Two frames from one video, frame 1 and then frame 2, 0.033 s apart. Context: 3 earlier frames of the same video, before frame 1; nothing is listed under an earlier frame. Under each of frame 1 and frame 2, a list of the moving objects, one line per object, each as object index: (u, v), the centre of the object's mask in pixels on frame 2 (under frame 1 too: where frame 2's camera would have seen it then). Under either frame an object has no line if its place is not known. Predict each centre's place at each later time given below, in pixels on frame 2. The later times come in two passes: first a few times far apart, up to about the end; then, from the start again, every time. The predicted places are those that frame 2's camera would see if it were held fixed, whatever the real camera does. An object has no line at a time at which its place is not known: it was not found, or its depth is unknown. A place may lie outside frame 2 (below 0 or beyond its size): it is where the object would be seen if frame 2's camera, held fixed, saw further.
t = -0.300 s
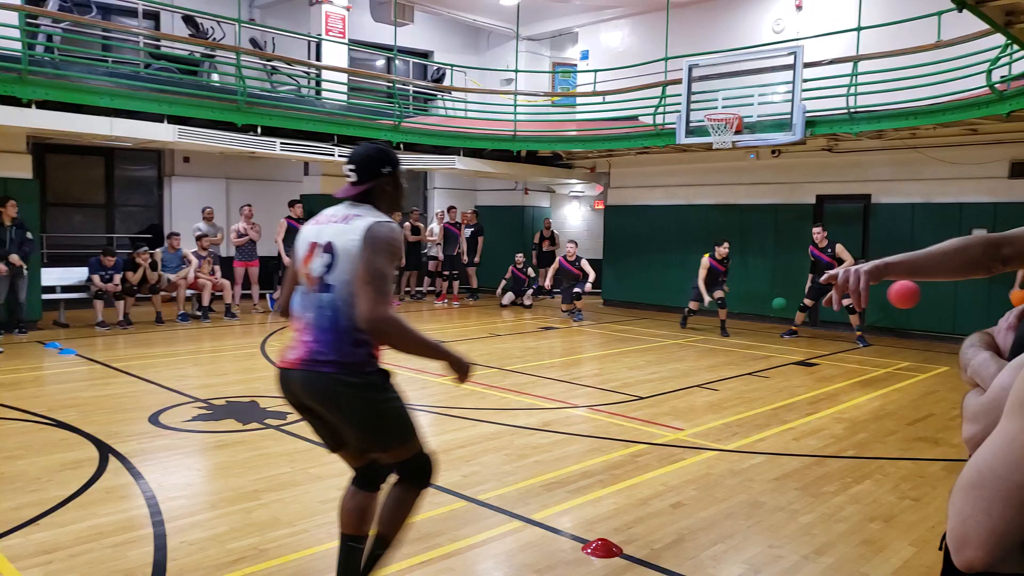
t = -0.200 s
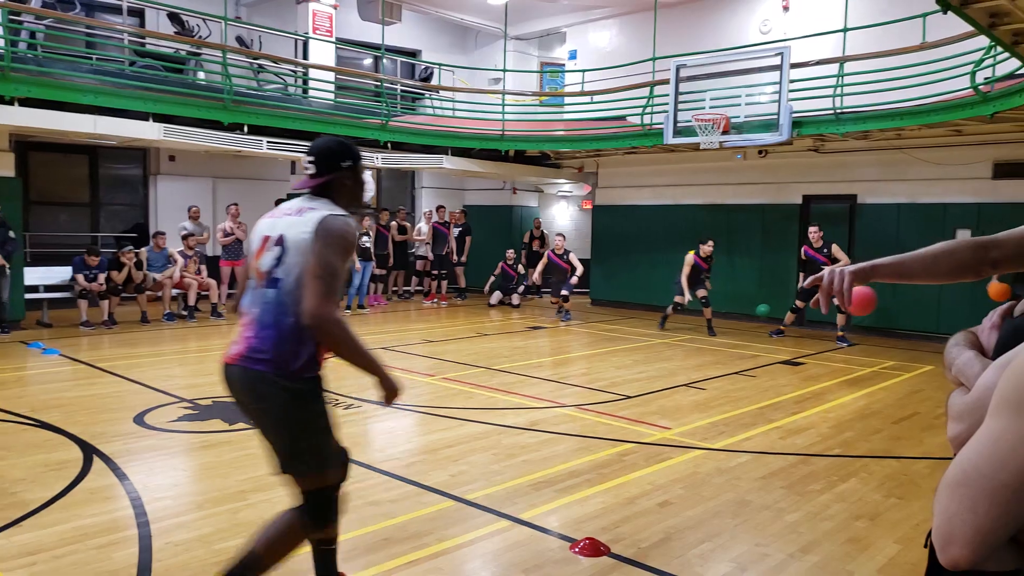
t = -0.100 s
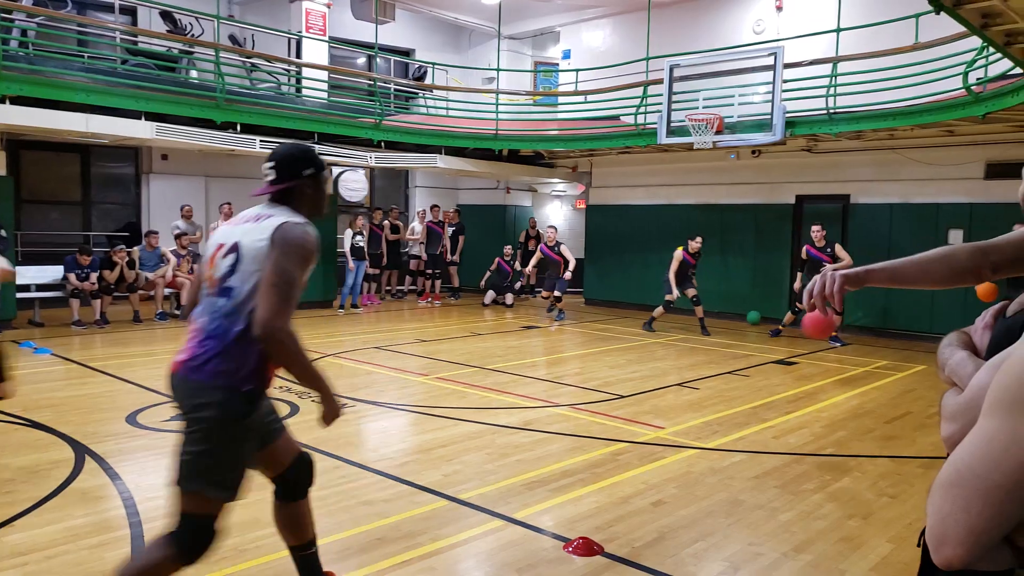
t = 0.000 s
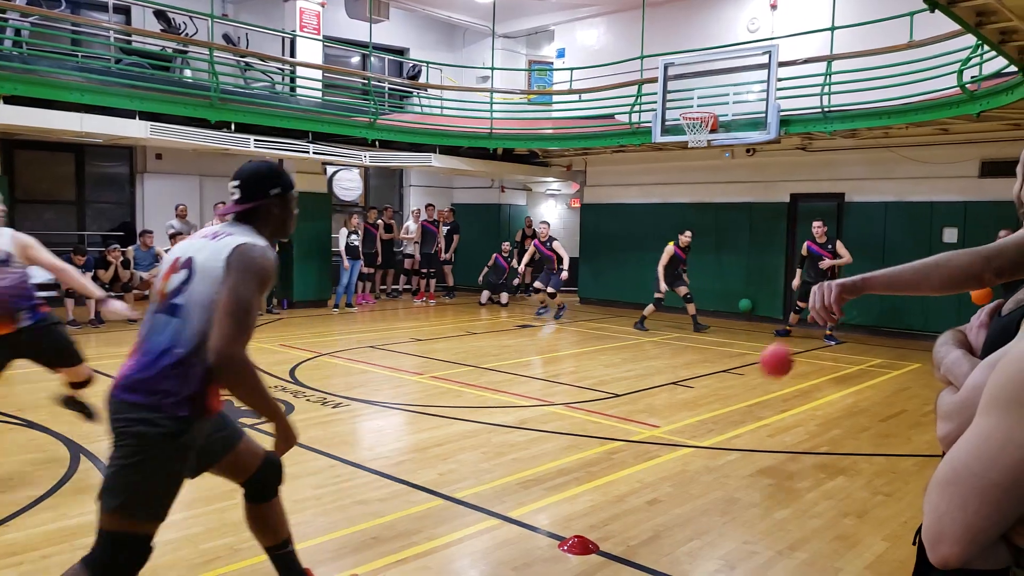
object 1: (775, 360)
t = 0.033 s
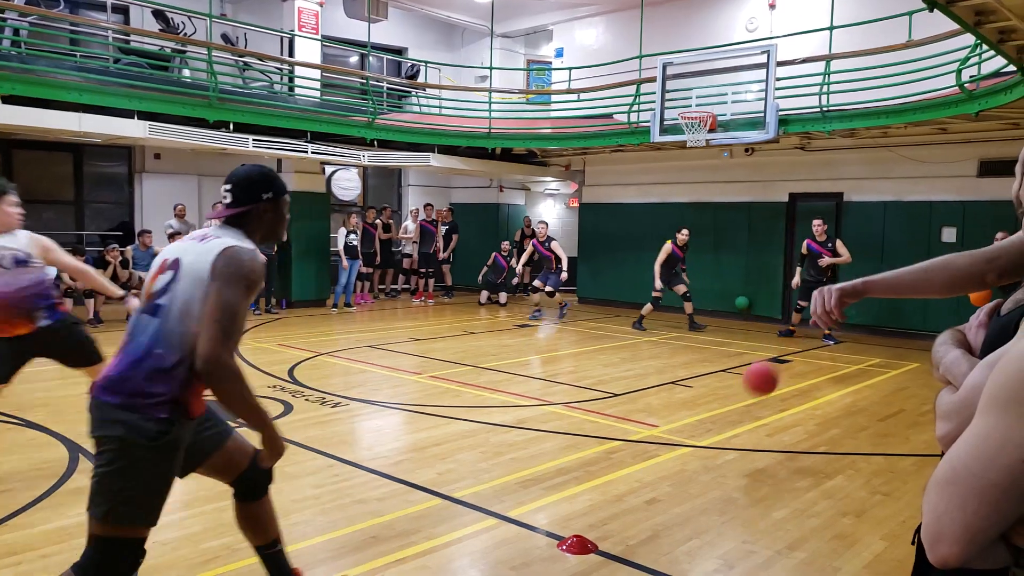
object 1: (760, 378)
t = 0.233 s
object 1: (674, 431)
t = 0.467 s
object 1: (560, 384)
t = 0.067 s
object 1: (747, 398)
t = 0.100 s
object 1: (732, 422)
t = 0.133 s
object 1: (717, 447)
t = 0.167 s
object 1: (701, 459)
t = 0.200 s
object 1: (688, 445)
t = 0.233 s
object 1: (674, 431)
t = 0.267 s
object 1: (660, 419)
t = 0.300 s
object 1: (645, 409)
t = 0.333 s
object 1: (629, 400)
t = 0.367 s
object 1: (612, 393)
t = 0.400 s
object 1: (595, 388)
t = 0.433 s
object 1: (578, 385)
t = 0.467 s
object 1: (560, 384)
